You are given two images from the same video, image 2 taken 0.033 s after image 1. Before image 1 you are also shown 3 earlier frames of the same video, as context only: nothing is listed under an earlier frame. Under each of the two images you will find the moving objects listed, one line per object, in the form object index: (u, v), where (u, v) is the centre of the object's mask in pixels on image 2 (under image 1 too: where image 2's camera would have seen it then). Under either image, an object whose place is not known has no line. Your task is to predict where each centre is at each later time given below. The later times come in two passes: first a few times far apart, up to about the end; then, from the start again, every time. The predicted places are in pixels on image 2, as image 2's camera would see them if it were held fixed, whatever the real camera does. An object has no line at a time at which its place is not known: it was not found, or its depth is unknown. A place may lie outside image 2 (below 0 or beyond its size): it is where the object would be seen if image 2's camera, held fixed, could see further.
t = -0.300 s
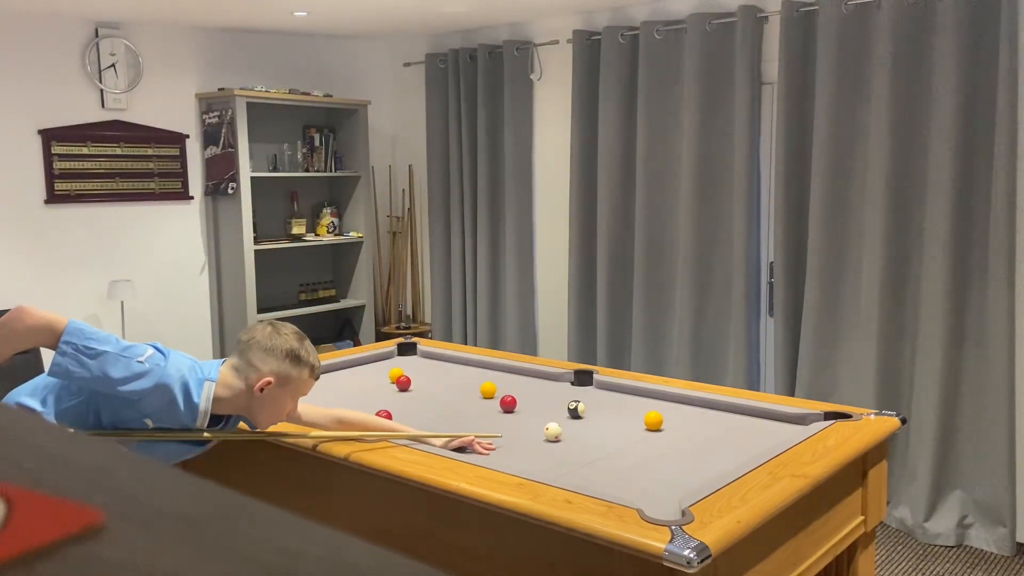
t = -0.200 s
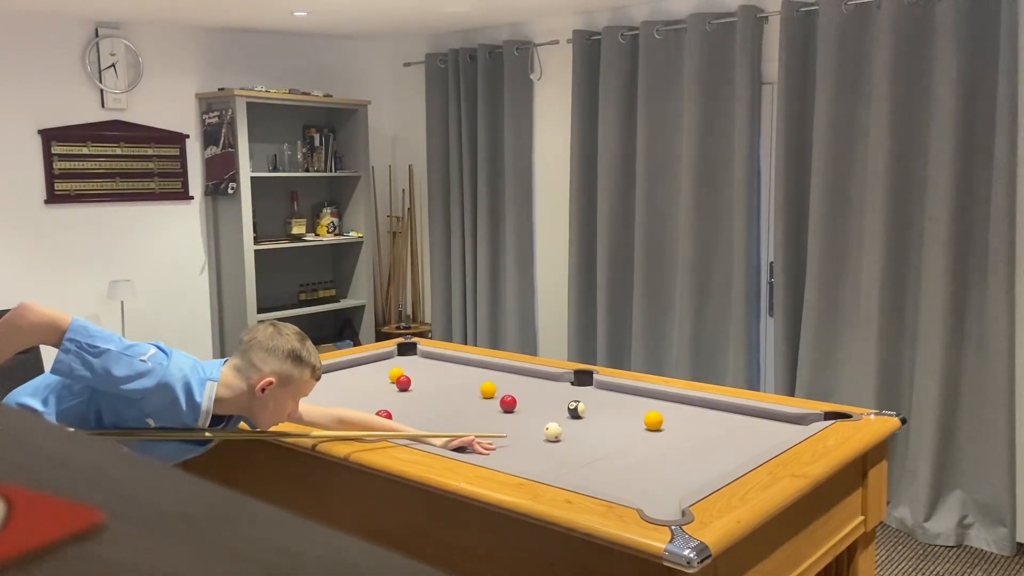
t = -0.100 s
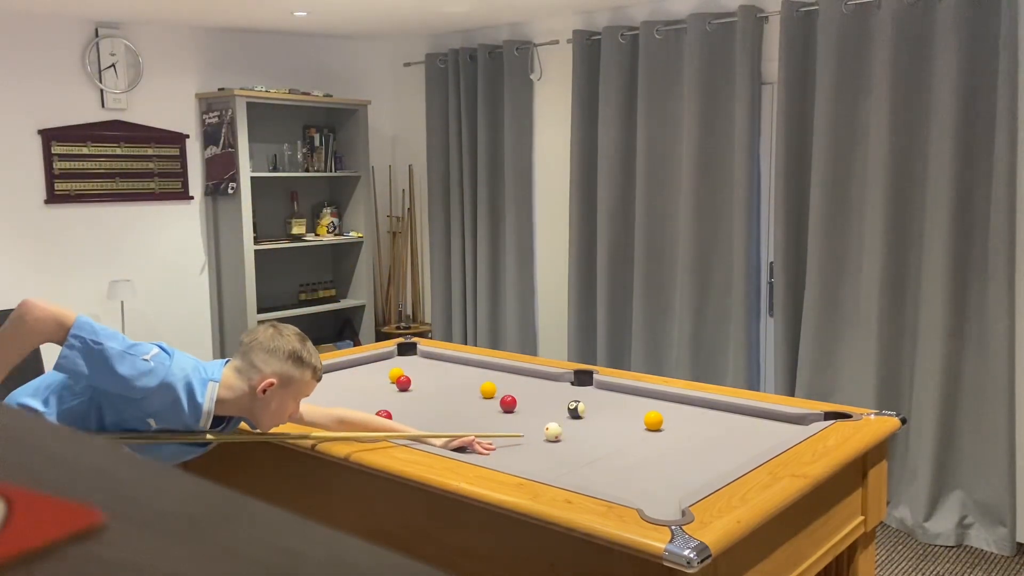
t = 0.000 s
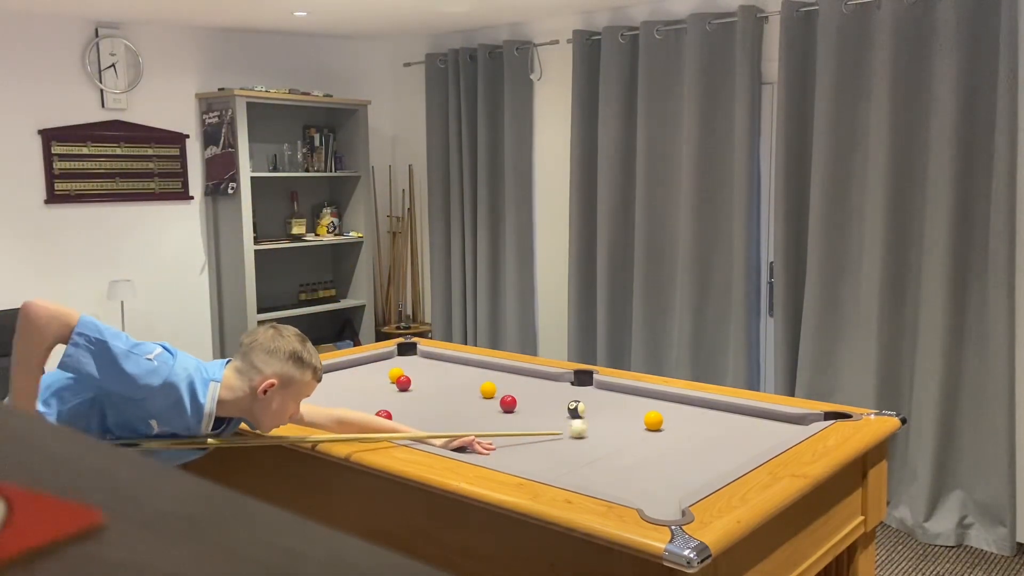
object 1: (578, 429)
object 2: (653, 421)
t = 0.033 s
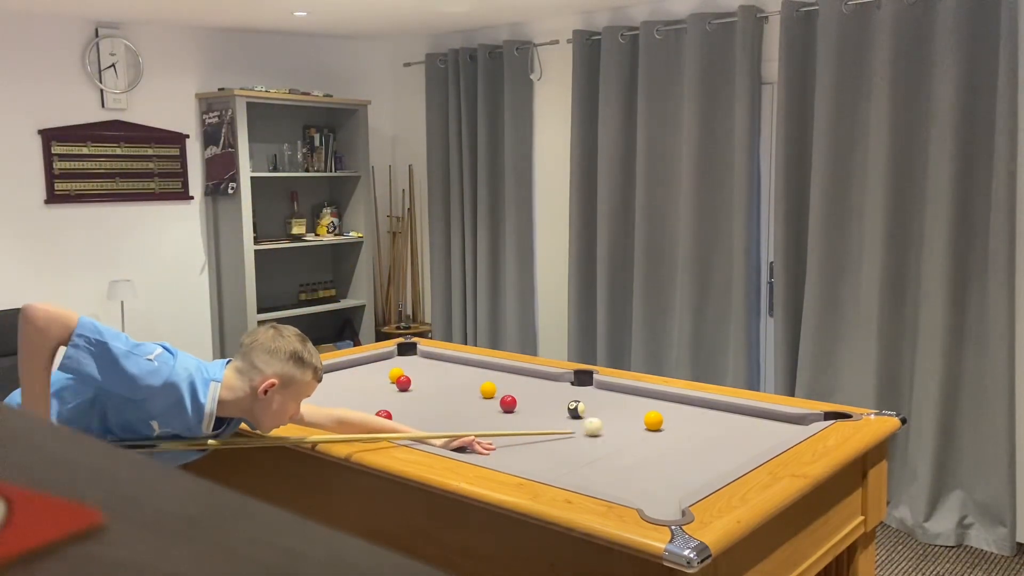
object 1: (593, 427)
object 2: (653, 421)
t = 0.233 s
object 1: (633, 418)
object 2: (673, 420)
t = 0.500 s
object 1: (632, 411)
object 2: (722, 421)
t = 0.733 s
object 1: (631, 405)
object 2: (761, 421)
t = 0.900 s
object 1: (630, 401)
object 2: (788, 421)
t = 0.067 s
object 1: (607, 425)
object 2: (653, 421)
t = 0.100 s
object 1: (619, 423)
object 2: (653, 421)
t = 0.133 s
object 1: (629, 422)
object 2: (653, 421)
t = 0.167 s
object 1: (634, 421)
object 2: (658, 420)
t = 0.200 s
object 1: (633, 419)
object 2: (666, 420)
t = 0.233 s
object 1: (633, 418)
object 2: (673, 420)
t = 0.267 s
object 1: (633, 417)
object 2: (680, 421)
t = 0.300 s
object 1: (633, 416)
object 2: (686, 420)
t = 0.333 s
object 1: (633, 415)
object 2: (692, 421)
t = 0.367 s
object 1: (633, 414)
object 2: (698, 421)
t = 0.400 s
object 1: (632, 413)
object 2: (704, 421)
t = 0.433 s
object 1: (632, 413)
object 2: (710, 421)
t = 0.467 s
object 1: (632, 412)
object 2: (716, 420)
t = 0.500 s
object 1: (632, 411)
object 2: (722, 421)
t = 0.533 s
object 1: (632, 410)
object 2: (728, 421)
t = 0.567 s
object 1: (632, 409)
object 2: (733, 421)
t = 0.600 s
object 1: (632, 408)
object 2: (739, 421)
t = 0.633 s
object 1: (631, 407)
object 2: (745, 421)
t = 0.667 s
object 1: (631, 406)
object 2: (750, 421)
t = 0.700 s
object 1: (631, 406)
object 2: (756, 421)
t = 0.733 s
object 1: (631, 405)
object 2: (761, 421)
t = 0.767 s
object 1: (631, 404)
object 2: (767, 421)
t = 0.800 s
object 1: (630, 403)
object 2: (772, 421)
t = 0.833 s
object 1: (630, 403)
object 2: (778, 421)
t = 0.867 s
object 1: (630, 402)
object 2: (783, 421)
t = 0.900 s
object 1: (630, 401)
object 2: (788, 421)
